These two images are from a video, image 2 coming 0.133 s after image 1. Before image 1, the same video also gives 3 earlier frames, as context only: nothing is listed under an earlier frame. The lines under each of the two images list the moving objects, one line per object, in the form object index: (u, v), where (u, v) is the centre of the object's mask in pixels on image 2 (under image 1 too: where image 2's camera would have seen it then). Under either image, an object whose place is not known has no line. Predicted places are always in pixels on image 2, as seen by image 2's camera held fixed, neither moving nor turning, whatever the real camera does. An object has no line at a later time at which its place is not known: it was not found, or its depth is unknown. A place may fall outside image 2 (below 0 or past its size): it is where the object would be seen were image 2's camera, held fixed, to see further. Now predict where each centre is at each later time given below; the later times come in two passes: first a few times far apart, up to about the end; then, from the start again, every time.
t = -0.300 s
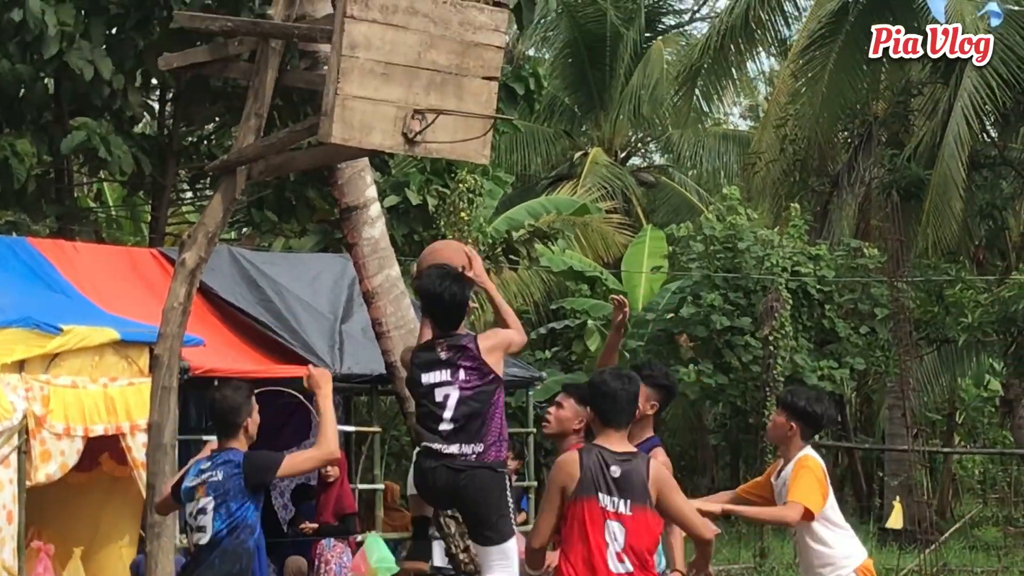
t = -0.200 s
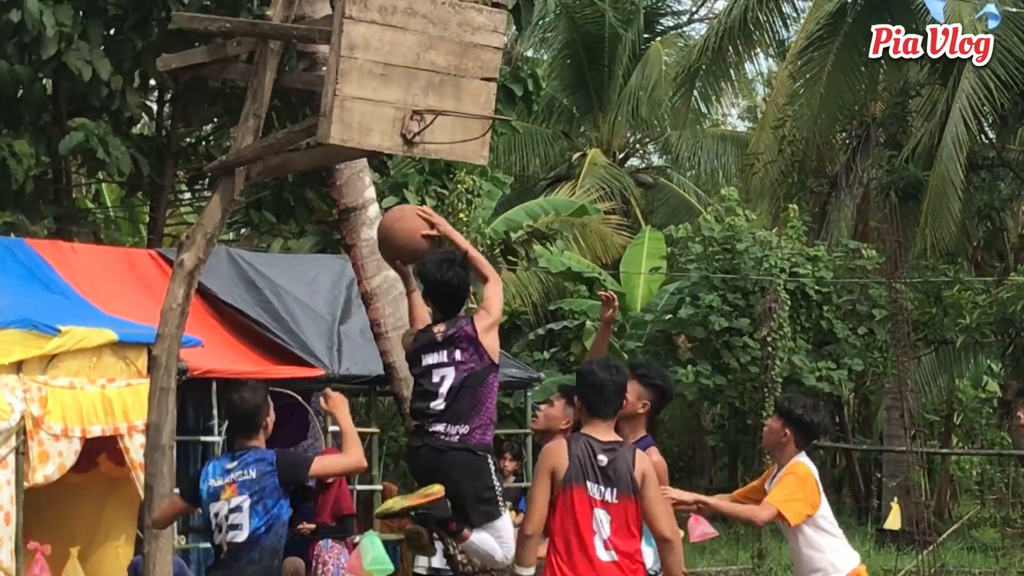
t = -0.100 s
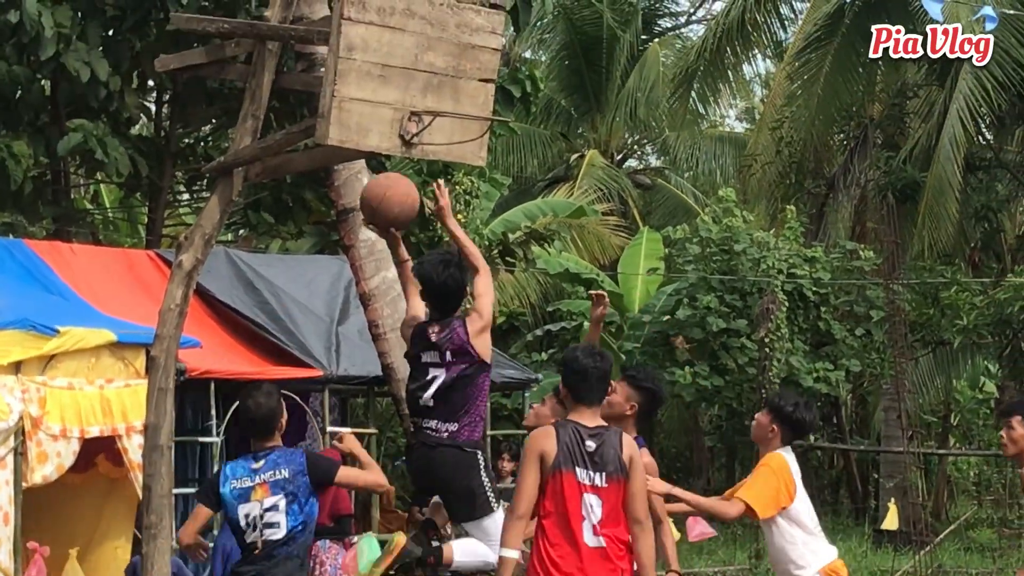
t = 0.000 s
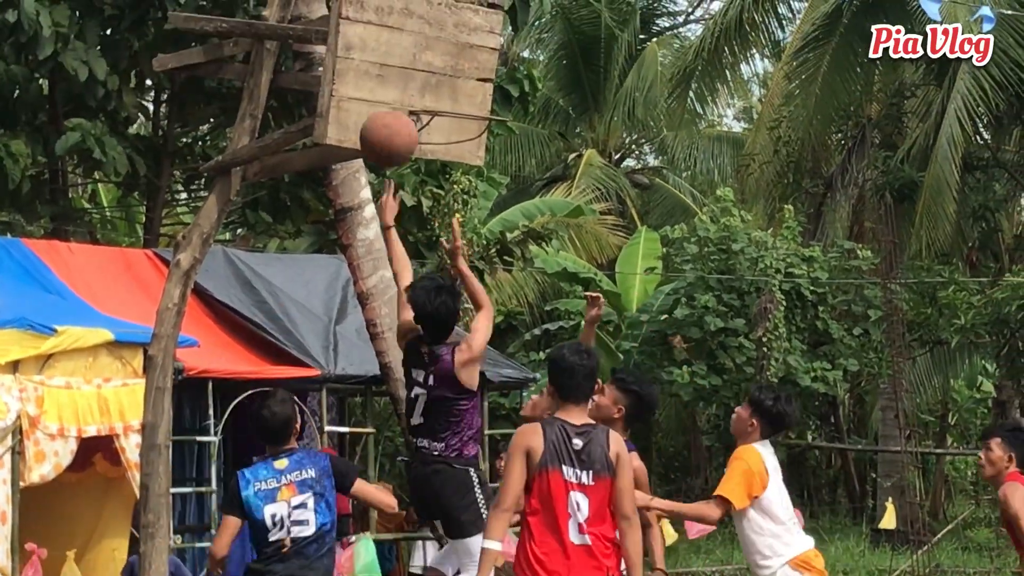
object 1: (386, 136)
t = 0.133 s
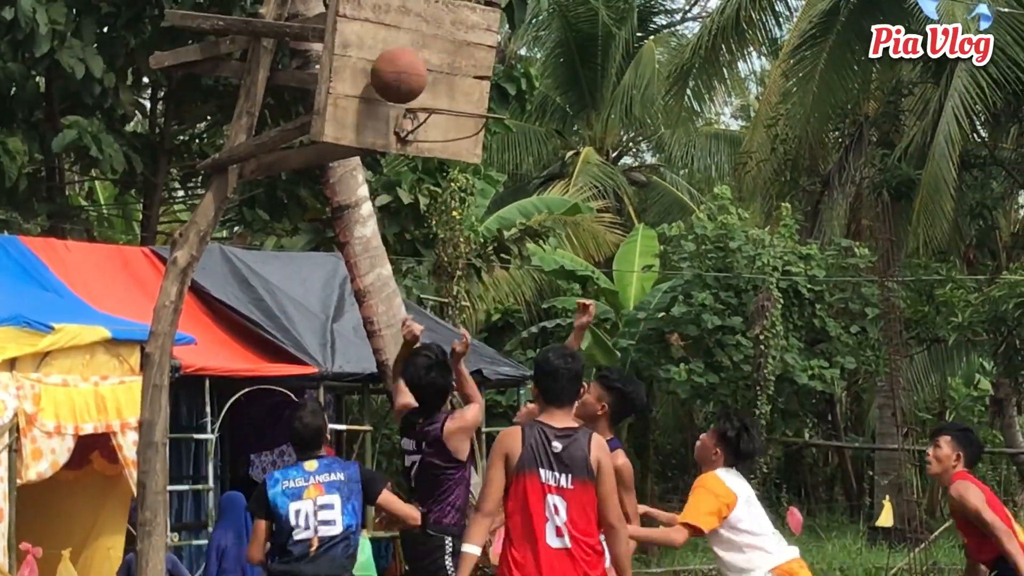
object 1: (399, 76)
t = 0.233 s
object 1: (431, 72)
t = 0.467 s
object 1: (462, 117)
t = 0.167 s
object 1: (401, 69)
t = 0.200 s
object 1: (416, 68)
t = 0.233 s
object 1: (431, 72)
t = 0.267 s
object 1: (445, 77)
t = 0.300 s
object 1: (460, 84)
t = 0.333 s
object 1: (474, 95)
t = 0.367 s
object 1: (479, 103)
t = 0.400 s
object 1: (475, 107)
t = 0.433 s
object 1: (472, 112)
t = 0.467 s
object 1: (462, 117)
